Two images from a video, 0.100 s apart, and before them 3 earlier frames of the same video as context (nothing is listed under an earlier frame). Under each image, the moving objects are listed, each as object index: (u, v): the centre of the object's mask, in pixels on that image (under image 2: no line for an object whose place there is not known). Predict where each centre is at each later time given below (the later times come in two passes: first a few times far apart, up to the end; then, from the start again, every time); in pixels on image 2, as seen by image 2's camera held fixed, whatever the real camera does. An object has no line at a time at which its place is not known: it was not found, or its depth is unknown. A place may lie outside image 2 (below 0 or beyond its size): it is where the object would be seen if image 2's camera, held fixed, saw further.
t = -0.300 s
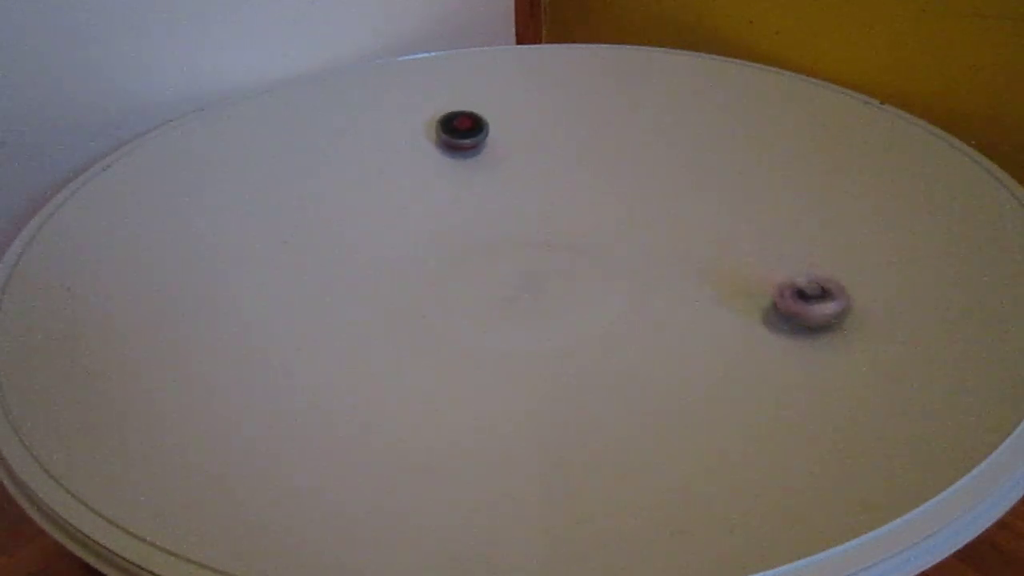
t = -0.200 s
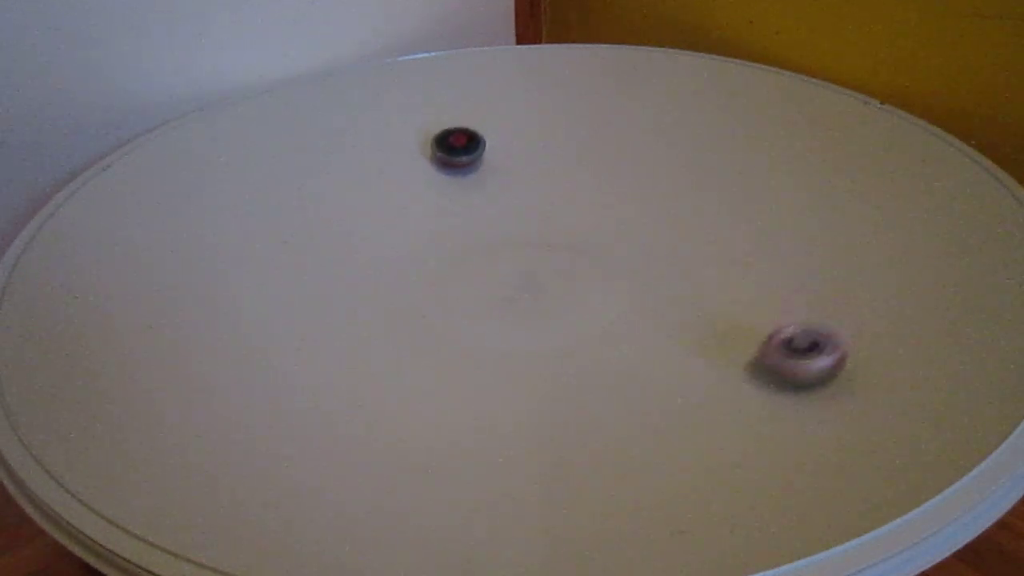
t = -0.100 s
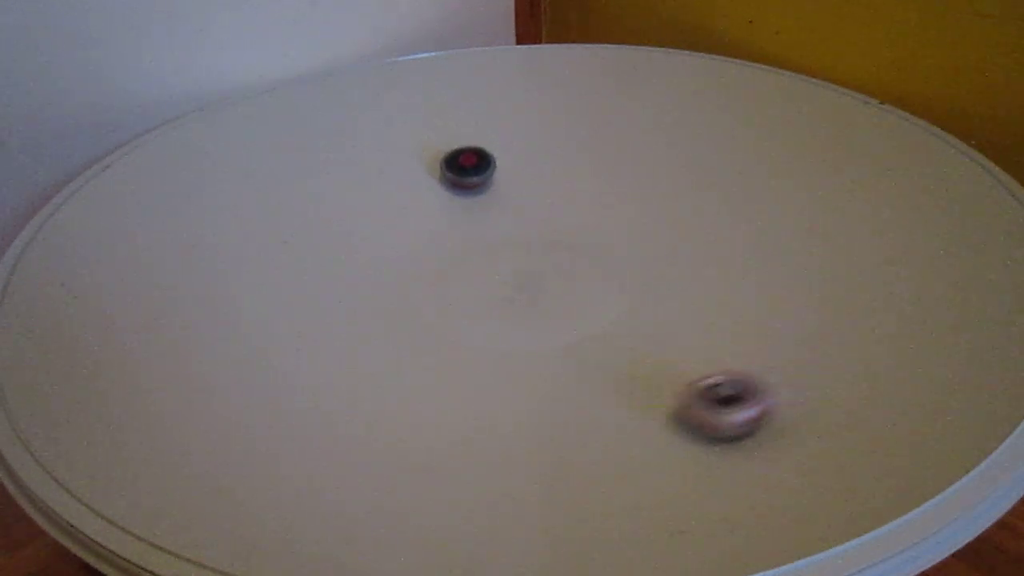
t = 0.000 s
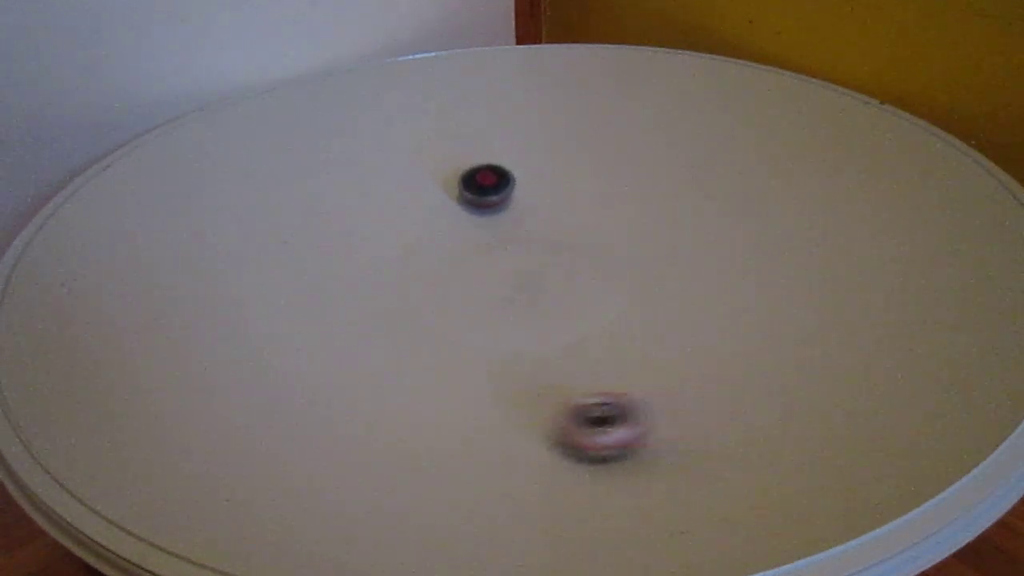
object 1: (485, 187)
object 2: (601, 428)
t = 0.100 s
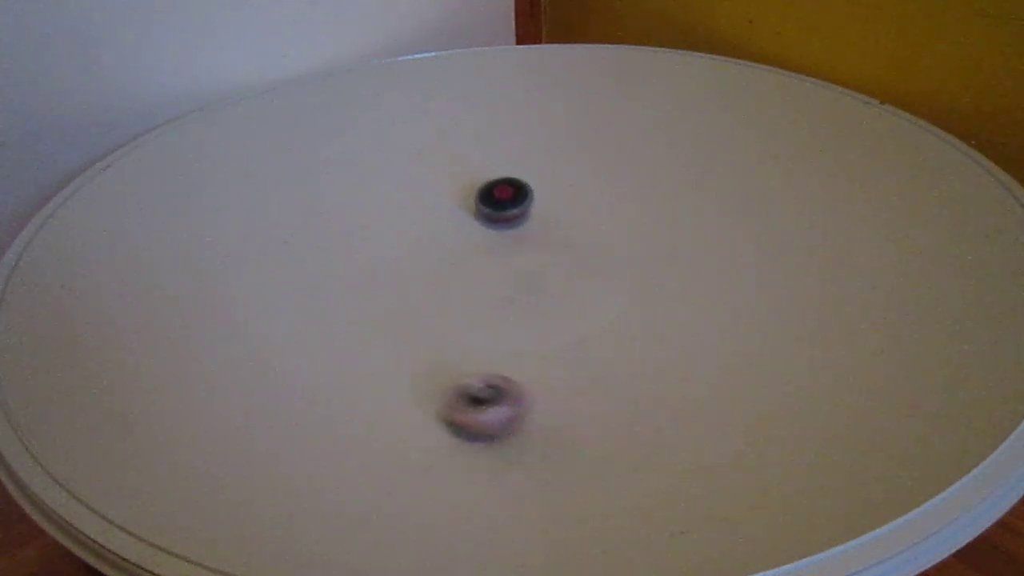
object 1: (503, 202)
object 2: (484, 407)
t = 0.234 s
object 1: (535, 222)
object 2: (404, 341)
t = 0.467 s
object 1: (663, 253)
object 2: (442, 226)
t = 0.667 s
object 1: (715, 254)
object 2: (554, 164)
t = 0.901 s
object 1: (726, 253)
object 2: (713, 153)
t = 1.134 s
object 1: (721, 253)
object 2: (796, 232)
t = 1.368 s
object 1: (686, 264)
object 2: (668, 335)
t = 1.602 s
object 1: (579, 297)
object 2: (444, 325)
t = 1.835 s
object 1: (429, 363)
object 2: (351, 231)
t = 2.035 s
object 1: (397, 393)
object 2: (400, 155)
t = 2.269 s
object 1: (398, 397)
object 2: (536, 130)
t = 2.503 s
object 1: (408, 389)
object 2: (646, 193)
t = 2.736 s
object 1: (428, 368)
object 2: (616, 293)
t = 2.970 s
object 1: (386, 265)
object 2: (547, 392)
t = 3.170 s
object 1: (280, 184)
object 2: (511, 451)
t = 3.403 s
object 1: (209, 159)
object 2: (286, 430)
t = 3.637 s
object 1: (255, 189)
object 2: (201, 322)
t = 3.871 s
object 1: (373, 191)
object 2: (295, 273)
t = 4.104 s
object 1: (537, 101)
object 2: (375, 355)
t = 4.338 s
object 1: (575, 65)
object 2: (436, 381)
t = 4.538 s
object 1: (574, 76)
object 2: (483, 394)
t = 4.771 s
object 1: (581, 136)
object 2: (527, 394)
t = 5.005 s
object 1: (664, 212)
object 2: (548, 376)
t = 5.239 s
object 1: (783, 267)
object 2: (582, 331)
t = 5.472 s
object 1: (902, 294)
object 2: (658, 285)
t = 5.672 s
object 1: (878, 305)
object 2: (724, 275)
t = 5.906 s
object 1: (747, 329)
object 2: (711, 296)
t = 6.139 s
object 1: (554, 384)
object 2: (609, 287)
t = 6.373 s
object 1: (355, 408)
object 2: (563, 220)
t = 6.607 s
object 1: (221, 403)
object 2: (614, 171)
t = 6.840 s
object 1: (244, 376)
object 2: (672, 205)
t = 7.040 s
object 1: (289, 321)
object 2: (591, 249)
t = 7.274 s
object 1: (303, 236)
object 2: (451, 242)
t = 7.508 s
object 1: (324, 171)
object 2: (387, 192)
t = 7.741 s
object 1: (369, 152)
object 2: (452, 157)
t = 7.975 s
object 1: (442, 157)
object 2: (523, 209)
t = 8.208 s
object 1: (543, 156)
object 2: (481, 277)
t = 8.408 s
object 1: (622, 155)
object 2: (402, 332)
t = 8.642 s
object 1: (682, 173)
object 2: (267, 320)
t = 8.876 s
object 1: (719, 210)
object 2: (293, 260)
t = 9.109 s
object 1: (740, 262)
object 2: (428, 256)
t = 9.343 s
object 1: (728, 318)
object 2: (541, 295)
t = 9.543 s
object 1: (685, 364)
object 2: (614, 336)
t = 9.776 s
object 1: (732, 398)
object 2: (504, 303)
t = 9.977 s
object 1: (681, 391)
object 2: (491, 261)
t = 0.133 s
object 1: (509, 207)
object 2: (455, 394)
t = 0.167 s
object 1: (516, 211)
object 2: (432, 377)
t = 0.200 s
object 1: (525, 217)
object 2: (415, 359)
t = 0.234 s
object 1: (535, 222)
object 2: (404, 341)
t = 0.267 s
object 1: (551, 227)
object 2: (398, 322)
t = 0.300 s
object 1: (570, 232)
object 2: (399, 305)
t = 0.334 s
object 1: (594, 238)
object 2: (402, 288)
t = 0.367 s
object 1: (617, 244)
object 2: (409, 271)
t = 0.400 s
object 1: (634, 248)
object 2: (418, 256)
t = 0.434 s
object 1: (649, 251)
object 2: (429, 241)
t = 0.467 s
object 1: (663, 253)
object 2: (442, 226)
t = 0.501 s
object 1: (676, 254)
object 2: (457, 213)
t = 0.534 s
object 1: (688, 254)
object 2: (474, 202)
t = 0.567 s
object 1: (698, 255)
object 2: (492, 190)
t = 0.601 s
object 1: (706, 254)
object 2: (512, 181)
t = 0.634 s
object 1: (712, 254)
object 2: (532, 171)
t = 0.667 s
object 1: (715, 254)
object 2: (554, 164)
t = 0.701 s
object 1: (718, 253)
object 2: (576, 158)
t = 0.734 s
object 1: (720, 253)
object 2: (599, 153)
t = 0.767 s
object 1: (722, 253)
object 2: (622, 150)
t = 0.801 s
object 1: (723, 253)
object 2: (645, 148)
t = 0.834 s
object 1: (724, 253)
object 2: (668, 147)
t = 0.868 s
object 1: (726, 252)
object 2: (691, 150)
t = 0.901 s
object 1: (726, 253)
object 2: (713, 153)
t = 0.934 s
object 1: (727, 252)
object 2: (733, 159)
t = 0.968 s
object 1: (727, 253)
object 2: (753, 166)
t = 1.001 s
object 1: (726, 253)
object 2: (768, 176)
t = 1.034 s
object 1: (727, 251)
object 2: (782, 188)
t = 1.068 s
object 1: (725, 252)
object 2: (791, 202)
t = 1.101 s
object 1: (723, 253)
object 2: (795, 217)
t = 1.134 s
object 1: (721, 253)
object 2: (796, 232)
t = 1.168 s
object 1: (718, 254)
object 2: (792, 249)
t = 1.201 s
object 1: (714, 256)
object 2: (781, 266)
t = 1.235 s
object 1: (707, 259)
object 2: (769, 282)
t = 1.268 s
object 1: (699, 263)
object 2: (751, 298)
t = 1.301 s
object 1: (696, 263)
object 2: (727, 312)
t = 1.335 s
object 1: (692, 262)
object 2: (700, 324)
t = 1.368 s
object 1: (686, 264)
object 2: (668, 335)
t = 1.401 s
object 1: (677, 267)
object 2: (635, 342)
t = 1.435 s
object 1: (666, 270)
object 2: (599, 346)
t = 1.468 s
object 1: (653, 273)
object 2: (565, 347)
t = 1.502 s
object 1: (637, 278)
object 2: (532, 346)
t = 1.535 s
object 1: (619, 281)
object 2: (500, 341)
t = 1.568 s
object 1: (600, 288)
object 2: (470, 334)
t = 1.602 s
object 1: (579, 297)
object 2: (444, 325)
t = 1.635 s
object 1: (556, 308)
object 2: (418, 314)
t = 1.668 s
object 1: (530, 319)
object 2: (399, 302)
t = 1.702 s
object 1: (504, 330)
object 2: (382, 289)
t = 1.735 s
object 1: (480, 338)
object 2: (368, 274)
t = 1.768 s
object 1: (460, 346)
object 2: (358, 260)
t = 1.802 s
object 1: (444, 354)
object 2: (353, 245)
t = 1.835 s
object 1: (429, 363)
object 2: (351, 231)
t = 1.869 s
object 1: (417, 371)
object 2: (352, 216)
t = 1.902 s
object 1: (408, 379)
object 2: (356, 202)
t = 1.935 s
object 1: (402, 385)
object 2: (363, 189)
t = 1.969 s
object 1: (399, 389)
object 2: (373, 176)
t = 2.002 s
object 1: (398, 392)
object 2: (385, 165)
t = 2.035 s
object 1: (397, 393)
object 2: (400, 155)
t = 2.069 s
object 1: (397, 395)
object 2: (416, 146)
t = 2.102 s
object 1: (397, 396)
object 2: (433, 139)
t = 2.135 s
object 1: (397, 396)
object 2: (452, 133)
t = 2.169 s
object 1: (397, 396)
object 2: (472, 129)
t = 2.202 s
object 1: (397, 397)
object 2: (493, 127)
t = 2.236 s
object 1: (398, 397)
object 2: (515, 128)
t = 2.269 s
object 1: (398, 397)
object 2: (536, 130)
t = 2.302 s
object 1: (398, 396)
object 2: (557, 133)
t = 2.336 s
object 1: (400, 396)
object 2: (577, 140)
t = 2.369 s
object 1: (401, 396)
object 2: (593, 147)
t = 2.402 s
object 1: (402, 395)
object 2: (610, 156)
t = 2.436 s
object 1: (404, 393)
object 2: (626, 168)
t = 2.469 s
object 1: (406, 391)
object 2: (637, 179)
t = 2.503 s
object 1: (408, 389)
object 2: (646, 193)
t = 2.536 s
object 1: (410, 387)
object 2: (652, 207)
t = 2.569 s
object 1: (412, 385)
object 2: (655, 221)
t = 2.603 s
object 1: (415, 382)
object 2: (653, 236)
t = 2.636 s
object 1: (417, 380)
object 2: (649, 252)
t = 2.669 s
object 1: (420, 377)
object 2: (642, 267)
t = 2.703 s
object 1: (424, 373)
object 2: (631, 280)
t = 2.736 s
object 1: (428, 368)
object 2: (616, 293)
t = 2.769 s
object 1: (434, 362)
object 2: (598, 307)
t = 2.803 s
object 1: (440, 353)
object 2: (580, 318)
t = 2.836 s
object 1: (446, 343)
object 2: (560, 329)
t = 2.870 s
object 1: (450, 331)
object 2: (535, 339)
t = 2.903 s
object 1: (442, 315)
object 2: (521, 352)
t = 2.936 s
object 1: (409, 289)
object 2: (536, 374)
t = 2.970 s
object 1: (386, 265)
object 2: (547, 392)
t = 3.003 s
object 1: (366, 244)
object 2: (555, 409)
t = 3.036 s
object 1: (347, 227)
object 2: (557, 421)
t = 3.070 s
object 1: (331, 214)
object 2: (555, 433)
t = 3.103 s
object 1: (314, 203)
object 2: (546, 441)
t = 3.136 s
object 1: (297, 192)
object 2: (531, 448)
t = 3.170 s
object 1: (280, 184)
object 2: (511, 451)
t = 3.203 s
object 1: (264, 175)
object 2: (485, 454)
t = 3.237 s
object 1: (248, 168)
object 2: (456, 454)
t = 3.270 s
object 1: (233, 162)
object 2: (425, 453)
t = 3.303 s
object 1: (222, 159)
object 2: (389, 451)
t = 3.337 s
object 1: (214, 158)
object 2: (355, 446)
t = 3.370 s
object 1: (209, 157)
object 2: (318, 440)
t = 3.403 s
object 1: (209, 159)
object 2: (286, 430)
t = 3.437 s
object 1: (211, 160)
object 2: (257, 419)
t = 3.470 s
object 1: (216, 166)
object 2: (233, 405)
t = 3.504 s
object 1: (222, 170)
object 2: (215, 389)
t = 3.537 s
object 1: (229, 175)
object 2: (202, 372)
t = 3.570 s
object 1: (237, 180)
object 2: (197, 356)
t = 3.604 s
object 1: (245, 183)
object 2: (196, 337)
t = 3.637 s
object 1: (255, 189)
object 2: (201, 322)
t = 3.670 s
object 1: (265, 194)
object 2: (210, 307)
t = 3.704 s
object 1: (275, 199)
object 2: (224, 293)
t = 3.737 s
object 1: (285, 204)
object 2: (241, 280)
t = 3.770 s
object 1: (296, 207)
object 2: (258, 269)
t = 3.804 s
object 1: (313, 213)
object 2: (278, 258)
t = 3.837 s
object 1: (335, 210)
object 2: (295, 253)
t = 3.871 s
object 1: (373, 191)
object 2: (295, 273)
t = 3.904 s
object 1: (410, 173)
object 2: (300, 293)
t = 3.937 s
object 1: (442, 157)
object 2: (309, 310)
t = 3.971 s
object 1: (469, 143)
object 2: (321, 323)
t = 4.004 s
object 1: (492, 131)
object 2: (337, 333)
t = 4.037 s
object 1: (512, 119)
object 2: (351, 342)
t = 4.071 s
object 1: (526, 110)
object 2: (364, 349)
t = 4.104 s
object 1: (537, 101)
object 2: (375, 355)
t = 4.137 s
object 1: (546, 93)
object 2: (384, 359)
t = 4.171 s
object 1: (553, 87)
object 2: (394, 364)
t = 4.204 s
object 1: (559, 80)
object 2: (403, 367)
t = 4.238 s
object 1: (565, 75)
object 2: (413, 371)
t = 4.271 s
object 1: (569, 70)
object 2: (421, 374)
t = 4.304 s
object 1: (572, 67)
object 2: (428, 377)
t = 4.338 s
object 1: (575, 65)
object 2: (436, 381)
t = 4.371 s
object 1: (577, 64)
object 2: (443, 383)
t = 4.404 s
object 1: (578, 64)
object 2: (451, 386)
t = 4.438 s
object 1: (577, 65)
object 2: (460, 388)
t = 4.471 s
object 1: (577, 68)
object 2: (468, 391)
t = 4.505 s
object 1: (575, 71)
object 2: (476, 393)
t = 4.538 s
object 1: (574, 76)
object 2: (483, 394)
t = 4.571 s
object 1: (574, 81)
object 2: (490, 395)
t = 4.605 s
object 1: (572, 88)
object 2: (498, 396)
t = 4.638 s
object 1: (571, 95)
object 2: (504, 396)
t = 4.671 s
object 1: (571, 103)
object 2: (511, 396)
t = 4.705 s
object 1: (572, 113)
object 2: (516, 396)
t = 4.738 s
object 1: (575, 124)
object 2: (521, 395)
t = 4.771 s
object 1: (581, 136)
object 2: (527, 394)
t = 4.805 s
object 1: (589, 148)
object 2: (531, 392)
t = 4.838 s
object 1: (599, 160)
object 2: (535, 391)
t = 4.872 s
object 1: (610, 172)
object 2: (538, 389)
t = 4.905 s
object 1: (622, 183)
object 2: (540, 386)
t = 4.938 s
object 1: (635, 193)
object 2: (542, 383)
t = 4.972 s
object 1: (649, 202)
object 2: (545, 380)
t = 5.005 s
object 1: (664, 212)
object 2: (548, 376)
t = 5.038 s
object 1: (680, 220)
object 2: (551, 370)
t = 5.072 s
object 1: (695, 229)
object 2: (554, 365)
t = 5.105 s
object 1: (712, 237)
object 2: (557, 359)
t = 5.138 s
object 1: (730, 245)
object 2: (561, 352)
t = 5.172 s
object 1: (747, 253)
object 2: (567, 346)
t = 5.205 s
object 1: (765, 260)
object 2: (574, 338)
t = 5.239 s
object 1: (783, 267)
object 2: (582, 331)
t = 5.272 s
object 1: (802, 273)
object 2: (591, 323)
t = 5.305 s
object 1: (821, 279)
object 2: (600, 316)
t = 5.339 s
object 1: (840, 284)
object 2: (611, 310)
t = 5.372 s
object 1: (858, 289)
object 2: (622, 303)
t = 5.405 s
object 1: (874, 293)
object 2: (634, 296)
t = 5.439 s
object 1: (892, 292)
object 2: (646, 290)
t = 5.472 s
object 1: (902, 294)
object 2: (658, 285)
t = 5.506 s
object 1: (905, 296)
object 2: (672, 281)
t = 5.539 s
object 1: (905, 299)
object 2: (684, 278)
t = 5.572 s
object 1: (903, 299)
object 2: (696, 276)
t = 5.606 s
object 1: (896, 301)
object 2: (706, 275)
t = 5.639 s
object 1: (888, 303)
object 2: (716, 274)
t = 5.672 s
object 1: (878, 305)
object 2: (724, 275)
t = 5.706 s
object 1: (865, 307)
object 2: (730, 276)
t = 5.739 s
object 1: (851, 308)
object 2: (734, 278)
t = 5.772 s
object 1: (836, 310)
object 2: (735, 282)
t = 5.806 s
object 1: (818, 314)
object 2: (735, 285)
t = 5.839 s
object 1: (797, 317)
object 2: (730, 290)
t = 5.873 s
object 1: (773, 325)
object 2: (722, 294)
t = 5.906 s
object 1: (747, 329)
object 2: (711, 296)
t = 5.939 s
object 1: (720, 338)
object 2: (697, 298)
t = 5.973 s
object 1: (691, 345)
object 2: (684, 301)
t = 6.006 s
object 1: (663, 353)
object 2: (669, 302)
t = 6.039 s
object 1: (636, 363)
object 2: (653, 301)
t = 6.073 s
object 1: (609, 371)
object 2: (637, 298)
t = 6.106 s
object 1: (581, 378)
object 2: (622, 294)
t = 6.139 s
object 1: (554, 384)
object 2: (609, 287)
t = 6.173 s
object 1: (526, 390)
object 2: (599, 279)
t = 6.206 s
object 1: (498, 396)
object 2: (592, 269)
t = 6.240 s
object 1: (469, 400)
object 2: (585, 259)
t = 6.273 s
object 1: (441, 404)
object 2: (578, 248)
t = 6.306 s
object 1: (412, 403)
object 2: (572, 238)
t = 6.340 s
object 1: (383, 406)
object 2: (566, 229)
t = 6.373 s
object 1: (355, 408)
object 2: (563, 220)
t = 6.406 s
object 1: (328, 409)
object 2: (562, 210)
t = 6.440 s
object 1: (301, 410)
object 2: (566, 203)
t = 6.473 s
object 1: (277, 410)
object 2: (571, 194)
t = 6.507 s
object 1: (256, 410)
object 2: (579, 187)
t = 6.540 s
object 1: (240, 408)
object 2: (589, 181)
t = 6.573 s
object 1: (228, 406)
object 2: (600, 175)
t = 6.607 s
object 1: (221, 403)
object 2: (614, 171)
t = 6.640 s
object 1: (218, 399)
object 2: (627, 169)
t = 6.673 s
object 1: (217, 396)
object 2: (641, 169)
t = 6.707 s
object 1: (219, 393)
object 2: (654, 172)
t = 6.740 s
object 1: (223, 389)
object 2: (665, 177)
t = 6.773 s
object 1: (229, 385)
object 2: (671, 184)
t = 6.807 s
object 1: (236, 381)
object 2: (674, 194)
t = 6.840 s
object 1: (244, 376)
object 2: (672, 205)
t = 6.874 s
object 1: (252, 370)
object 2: (666, 215)
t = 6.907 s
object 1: (261, 363)
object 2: (656, 224)
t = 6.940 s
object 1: (270, 354)
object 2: (643, 233)
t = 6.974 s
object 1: (278, 344)
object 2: (627, 240)
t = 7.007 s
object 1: (285, 333)
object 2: (610, 246)
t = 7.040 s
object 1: (289, 321)
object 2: (591, 249)
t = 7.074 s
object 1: (292, 309)
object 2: (572, 249)
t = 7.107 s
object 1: (294, 296)
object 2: (551, 249)
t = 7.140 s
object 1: (296, 283)
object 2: (531, 248)
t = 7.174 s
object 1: (298, 272)
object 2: (511, 246)
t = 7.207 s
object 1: (300, 259)
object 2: (490, 245)
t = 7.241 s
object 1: (302, 248)
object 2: (471, 243)
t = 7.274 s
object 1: (303, 236)
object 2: (451, 242)
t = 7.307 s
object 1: (305, 225)
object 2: (433, 239)
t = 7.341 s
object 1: (307, 214)
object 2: (419, 234)
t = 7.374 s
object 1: (309, 204)
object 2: (407, 227)
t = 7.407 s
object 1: (312, 194)
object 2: (397, 219)
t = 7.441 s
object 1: (316, 186)
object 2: (391, 210)
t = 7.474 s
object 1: (319, 178)
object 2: (387, 201)
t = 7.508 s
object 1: (324, 171)
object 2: (387, 192)
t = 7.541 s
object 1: (329, 167)
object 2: (388, 183)
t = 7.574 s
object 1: (335, 161)
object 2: (392, 175)
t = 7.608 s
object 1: (341, 158)
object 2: (400, 168)
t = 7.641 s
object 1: (348, 155)
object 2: (410, 163)
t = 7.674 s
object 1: (355, 152)
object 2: (424, 159)
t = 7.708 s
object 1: (362, 152)
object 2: (437, 157)
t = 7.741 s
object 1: (369, 152)
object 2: (452, 157)
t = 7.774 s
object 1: (378, 151)
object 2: (467, 160)
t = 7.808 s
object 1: (387, 152)
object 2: (481, 165)
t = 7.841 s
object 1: (396, 153)
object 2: (493, 172)
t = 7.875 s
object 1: (406, 153)
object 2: (505, 181)
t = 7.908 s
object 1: (417, 154)
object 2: (513, 189)
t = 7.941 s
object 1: (429, 155)
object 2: (519, 200)
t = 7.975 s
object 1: (442, 157)
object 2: (523, 209)
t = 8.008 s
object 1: (455, 157)
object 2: (524, 220)
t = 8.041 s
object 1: (469, 158)
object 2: (523, 230)
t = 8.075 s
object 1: (483, 157)
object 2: (517, 238)
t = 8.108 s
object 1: (498, 157)
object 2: (509, 248)
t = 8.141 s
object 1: (513, 157)
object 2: (501, 258)
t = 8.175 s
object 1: (528, 156)
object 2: (491, 268)
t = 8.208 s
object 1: (543, 156)
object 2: (481, 277)
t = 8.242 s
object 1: (558, 155)
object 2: (470, 287)
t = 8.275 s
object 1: (572, 154)
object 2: (459, 298)
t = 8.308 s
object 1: (585, 154)
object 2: (447, 310)
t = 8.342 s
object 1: (598, 154)
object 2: (435, 319)
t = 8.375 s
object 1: (610, 154)
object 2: (420, 328)
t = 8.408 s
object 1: (622, 155)
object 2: (402, 332)
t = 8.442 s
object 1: (632, 156)
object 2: (383, 336)
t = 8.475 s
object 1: (642, 158)
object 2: (362, 339)
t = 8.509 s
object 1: (652, 160)
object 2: (340, 339)
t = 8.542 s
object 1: (660, 163)
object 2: (318, 337)
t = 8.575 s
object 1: (668, 166)
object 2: (298, 333)
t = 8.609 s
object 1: (675, 170)
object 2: (282, 327)
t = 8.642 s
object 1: (682, 173)
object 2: (267, 320)
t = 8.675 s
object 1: (689, 178)
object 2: (257, 311)
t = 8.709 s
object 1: (695, 182)
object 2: (252, 301)
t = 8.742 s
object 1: (700, 187)
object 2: (251, 291)
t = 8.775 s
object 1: (705, 192)
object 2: (256, 281)
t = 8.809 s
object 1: (710, 198)
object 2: (265, 273)
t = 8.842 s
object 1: (714, 204)
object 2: (277, 265)
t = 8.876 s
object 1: (719, 210)
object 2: (293, 260)
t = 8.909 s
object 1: (722, 217)
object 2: (311, 255)
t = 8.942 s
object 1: (726, 224)
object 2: (329, 252)
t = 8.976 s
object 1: (730, 231)
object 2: (349, 251)
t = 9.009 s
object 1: (733, 238)
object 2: (370, 251)
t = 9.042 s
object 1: (736, 246)
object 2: (390, 252)
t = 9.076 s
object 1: (738, 253)
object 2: (409, 253)
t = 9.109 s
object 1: (740, 262)
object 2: (428, 256)
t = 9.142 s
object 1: (741, 270)
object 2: (445, 260)
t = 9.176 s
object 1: (741, 278)
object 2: (461, 265)
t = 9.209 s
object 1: (740, 286)
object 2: (476, 271)
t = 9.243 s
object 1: (738, 294)
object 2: (493, 277)
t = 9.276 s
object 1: (736, 303)
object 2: (510, 283)
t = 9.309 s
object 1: (732, 311)
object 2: (526, 289)
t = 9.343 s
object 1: (728, 318)
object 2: (541, 295)
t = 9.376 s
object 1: (722, 326)
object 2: (558, 302)
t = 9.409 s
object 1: (715, 334)
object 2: (574, 309)
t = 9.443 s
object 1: (707, 341)
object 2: (590, 316)
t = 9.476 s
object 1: (698, 348)
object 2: (606, 323)
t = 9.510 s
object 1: (687, 355)
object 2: (616, 332)
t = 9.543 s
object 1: (685, 364)
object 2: (614, 336)
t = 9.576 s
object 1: (707, 376)
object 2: (585, 333)
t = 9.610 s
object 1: (724, 385)
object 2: (560, 329)
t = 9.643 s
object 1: (734, 390)
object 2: (539, 324)
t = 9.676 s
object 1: (737, 395)
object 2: (525, 318)
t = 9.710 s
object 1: (738, 397)
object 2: (516, 314)
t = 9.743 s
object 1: (736, 397)
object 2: (510, 308)
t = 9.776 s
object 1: (732, 398)
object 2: (504, 303)
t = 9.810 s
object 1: (728, 396)
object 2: (499, 298)
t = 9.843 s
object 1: (722, 397)
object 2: (494, 291)
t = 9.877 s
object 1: (714, 397)
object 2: (491, 283)
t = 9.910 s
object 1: (707, 393)
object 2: (490, 276)
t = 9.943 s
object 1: (696, 393)
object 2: (490, 268)
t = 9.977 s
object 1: (681, 391)
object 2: (491, 261)
